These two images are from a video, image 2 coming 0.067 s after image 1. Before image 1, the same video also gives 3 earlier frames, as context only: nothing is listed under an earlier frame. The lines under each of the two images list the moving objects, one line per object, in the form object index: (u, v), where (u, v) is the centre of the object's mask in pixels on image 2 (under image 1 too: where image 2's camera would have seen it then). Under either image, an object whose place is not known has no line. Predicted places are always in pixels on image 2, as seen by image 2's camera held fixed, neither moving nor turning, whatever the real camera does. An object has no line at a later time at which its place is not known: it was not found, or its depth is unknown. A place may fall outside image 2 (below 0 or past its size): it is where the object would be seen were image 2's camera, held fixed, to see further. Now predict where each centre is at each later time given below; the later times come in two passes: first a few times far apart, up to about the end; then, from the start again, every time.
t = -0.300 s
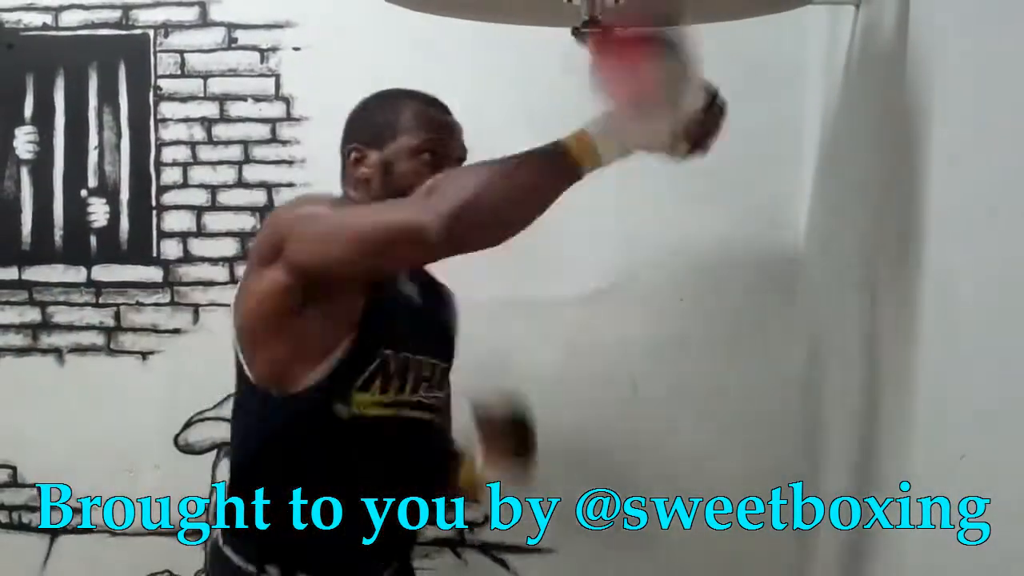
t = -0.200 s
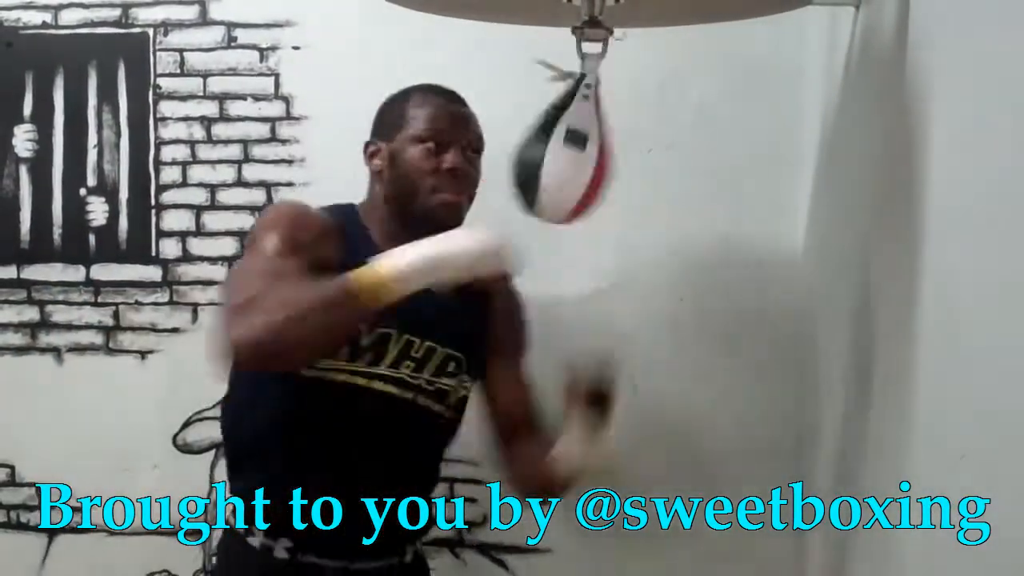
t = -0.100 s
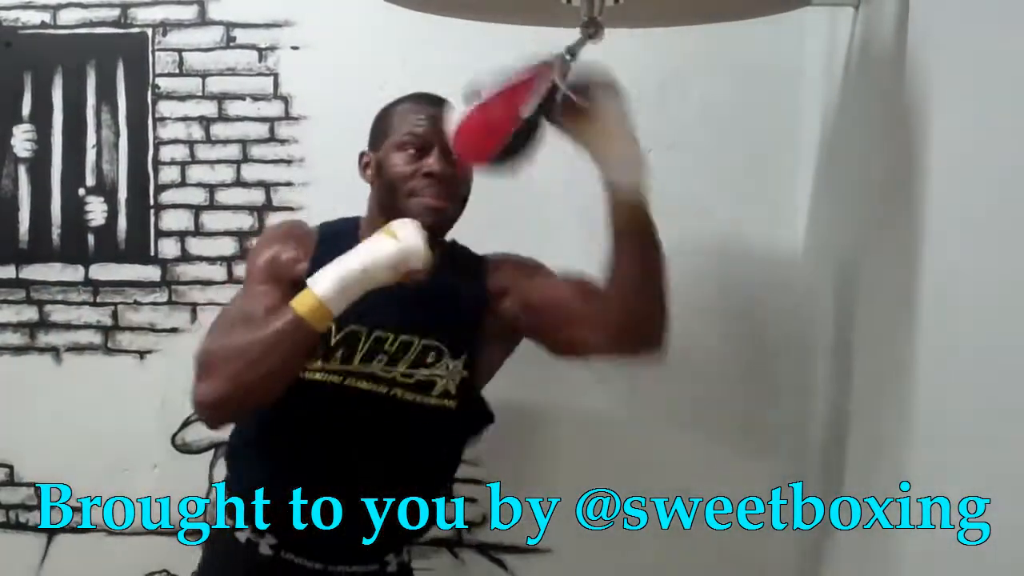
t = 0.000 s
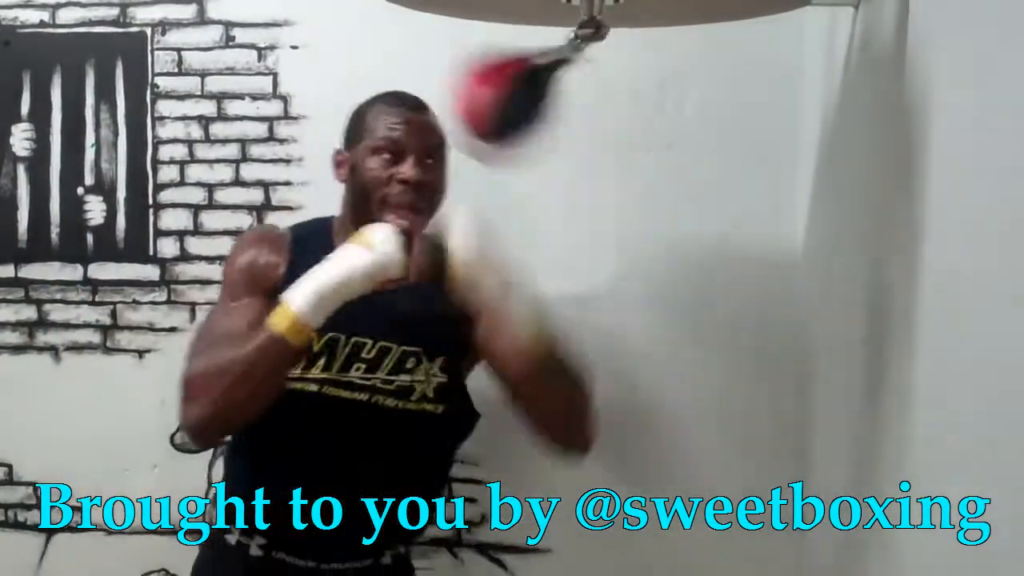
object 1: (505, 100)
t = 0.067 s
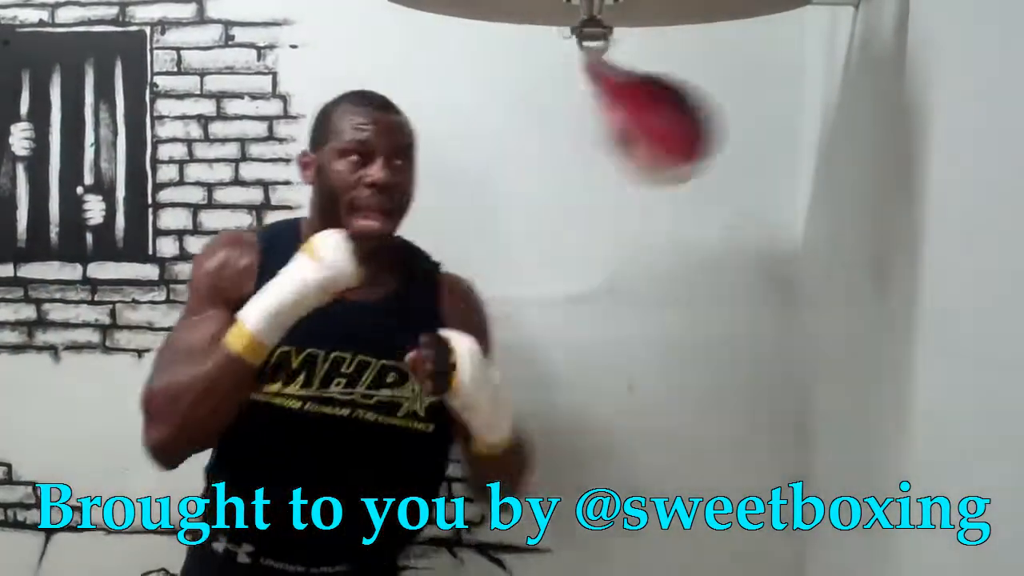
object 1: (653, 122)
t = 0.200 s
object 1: (673, 56)
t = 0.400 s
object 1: (514, 129)
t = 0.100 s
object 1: (690, 101)
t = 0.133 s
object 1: (704, 82)
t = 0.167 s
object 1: (695, 63)
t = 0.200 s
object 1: (673, 56)
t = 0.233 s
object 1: (647, 79)
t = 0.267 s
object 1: (615, 100)
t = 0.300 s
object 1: (583, 118)
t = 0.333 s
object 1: (552, 130)
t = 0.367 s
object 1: (528, 134)
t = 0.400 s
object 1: (514, 129)
